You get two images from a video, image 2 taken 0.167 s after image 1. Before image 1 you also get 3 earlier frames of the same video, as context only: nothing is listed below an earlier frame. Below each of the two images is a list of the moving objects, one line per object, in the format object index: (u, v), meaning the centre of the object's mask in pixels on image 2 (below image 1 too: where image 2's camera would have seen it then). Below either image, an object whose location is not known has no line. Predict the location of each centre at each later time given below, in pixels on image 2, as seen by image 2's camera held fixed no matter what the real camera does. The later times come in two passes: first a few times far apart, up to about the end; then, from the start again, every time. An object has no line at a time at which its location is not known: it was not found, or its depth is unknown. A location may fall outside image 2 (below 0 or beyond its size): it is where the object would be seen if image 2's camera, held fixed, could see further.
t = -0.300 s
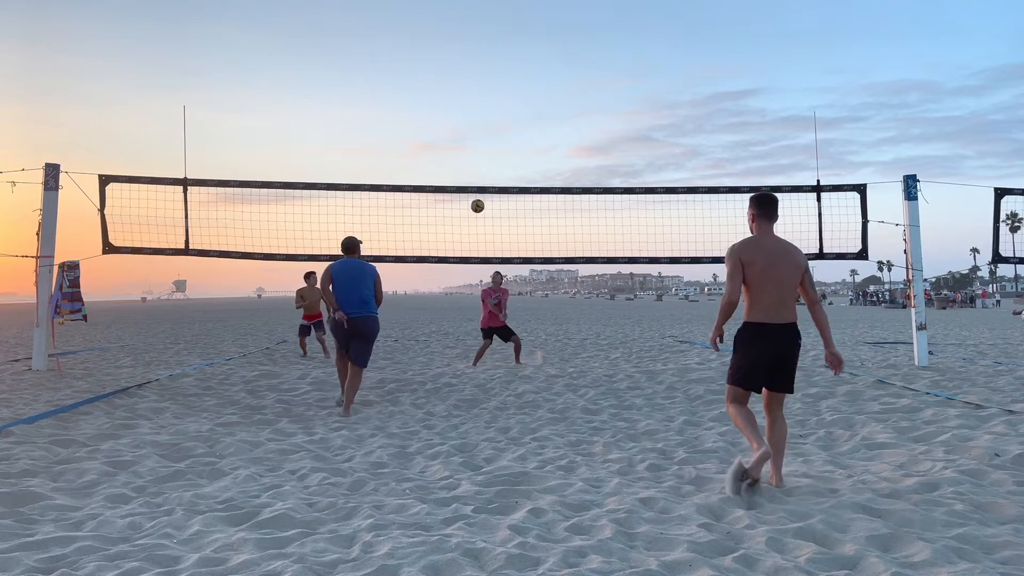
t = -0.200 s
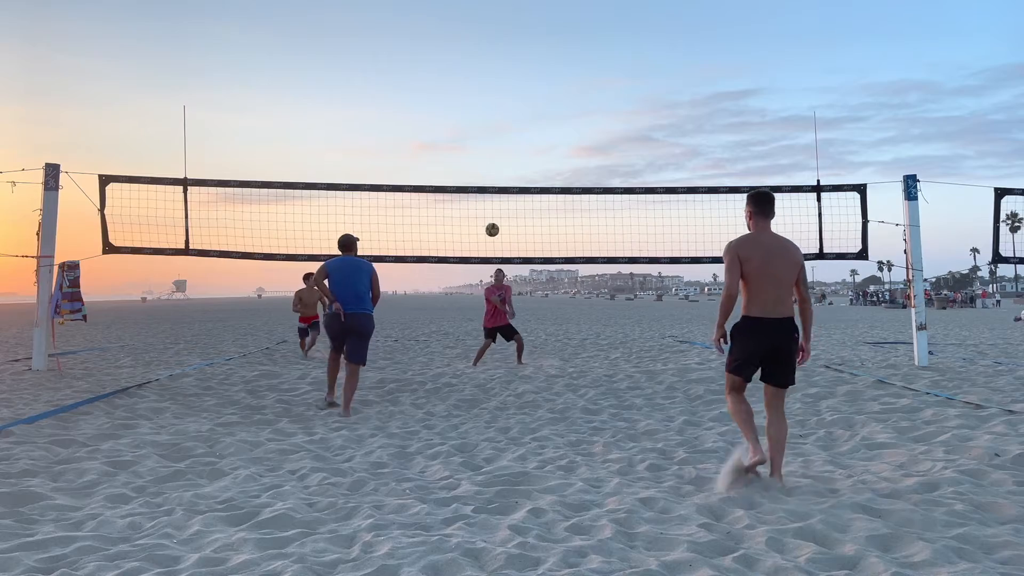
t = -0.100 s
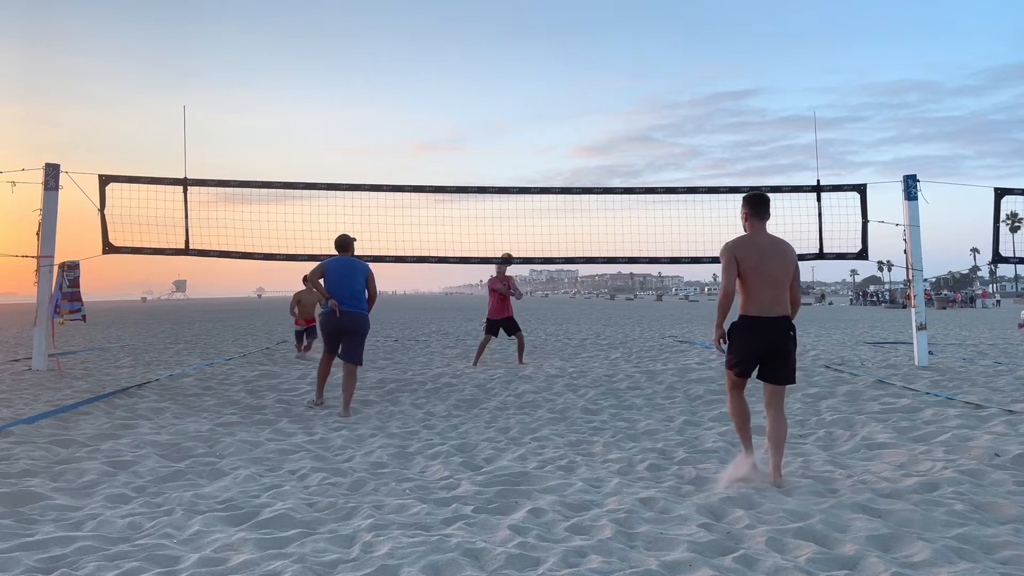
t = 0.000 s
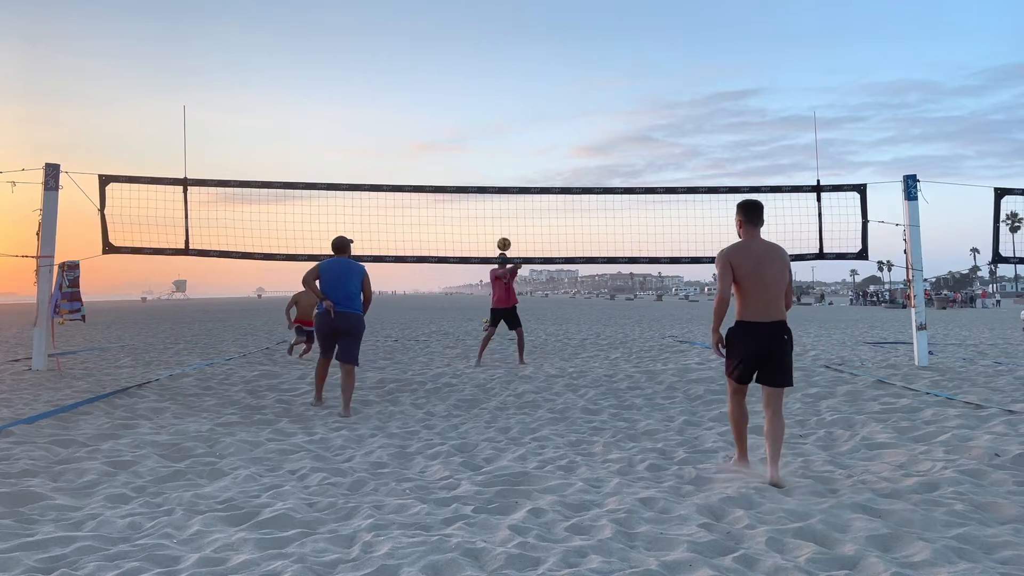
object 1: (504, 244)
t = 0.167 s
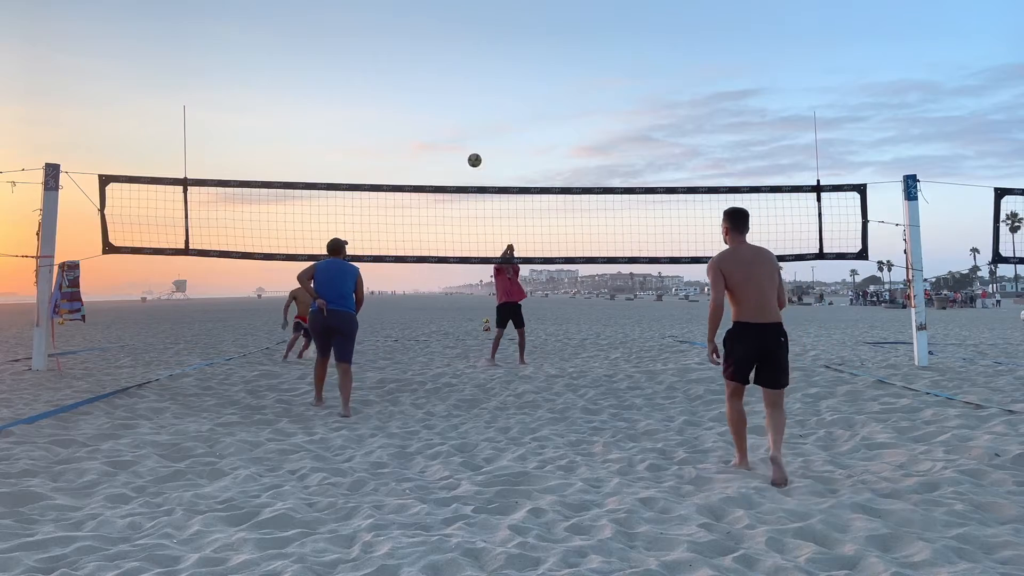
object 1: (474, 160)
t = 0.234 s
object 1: (463, 132)
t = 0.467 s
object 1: (425, 58)
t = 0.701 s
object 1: (388, 23)
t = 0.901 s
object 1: (358, 21)
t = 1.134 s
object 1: (325, 54)
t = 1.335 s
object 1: (299, 111)
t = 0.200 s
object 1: (469, 146)
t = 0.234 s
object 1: (463, 132)
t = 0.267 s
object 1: (458, 119)
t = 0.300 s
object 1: (452, 107)
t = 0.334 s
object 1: (447, 96)
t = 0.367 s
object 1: (441, 85)
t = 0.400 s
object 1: (435, 75)
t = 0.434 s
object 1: (430, 66)
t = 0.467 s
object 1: (425, 58)
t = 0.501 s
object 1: (420, 51)
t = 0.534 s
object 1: (414, 45)
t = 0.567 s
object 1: (409, 39)
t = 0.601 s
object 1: (404, 33)
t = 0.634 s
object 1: (399, 29)
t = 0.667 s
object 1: (393, 26)
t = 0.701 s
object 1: (388, 23)
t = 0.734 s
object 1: (383, 21)
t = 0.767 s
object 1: (378, 19)
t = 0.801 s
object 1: (373, 19)
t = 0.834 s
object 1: (368, 19)
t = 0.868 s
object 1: (363, 20)
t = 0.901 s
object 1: (358, 21)
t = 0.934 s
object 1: (353, 24)
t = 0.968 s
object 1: (349, 27)
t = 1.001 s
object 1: (344, 31)
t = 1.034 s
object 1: (339, 36)
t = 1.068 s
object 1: (335, 41)
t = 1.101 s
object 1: (330, 48)
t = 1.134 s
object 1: (325, 54)
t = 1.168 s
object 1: (321, 62)
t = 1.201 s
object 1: (316, 70)
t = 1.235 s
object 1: (312, 80)
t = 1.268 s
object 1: (308, 89)
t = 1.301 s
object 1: (303, 100)
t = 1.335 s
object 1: (299, 111)
